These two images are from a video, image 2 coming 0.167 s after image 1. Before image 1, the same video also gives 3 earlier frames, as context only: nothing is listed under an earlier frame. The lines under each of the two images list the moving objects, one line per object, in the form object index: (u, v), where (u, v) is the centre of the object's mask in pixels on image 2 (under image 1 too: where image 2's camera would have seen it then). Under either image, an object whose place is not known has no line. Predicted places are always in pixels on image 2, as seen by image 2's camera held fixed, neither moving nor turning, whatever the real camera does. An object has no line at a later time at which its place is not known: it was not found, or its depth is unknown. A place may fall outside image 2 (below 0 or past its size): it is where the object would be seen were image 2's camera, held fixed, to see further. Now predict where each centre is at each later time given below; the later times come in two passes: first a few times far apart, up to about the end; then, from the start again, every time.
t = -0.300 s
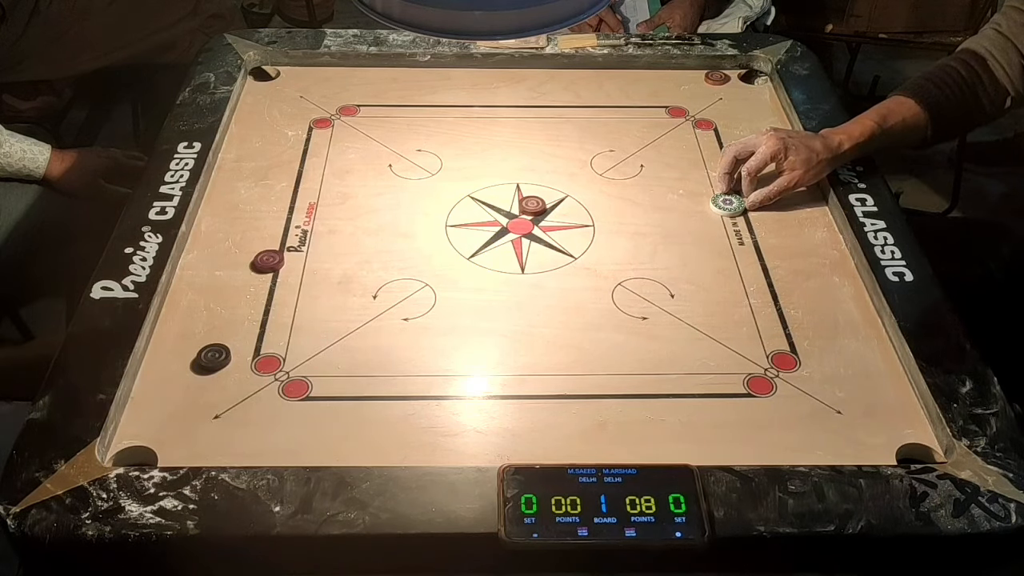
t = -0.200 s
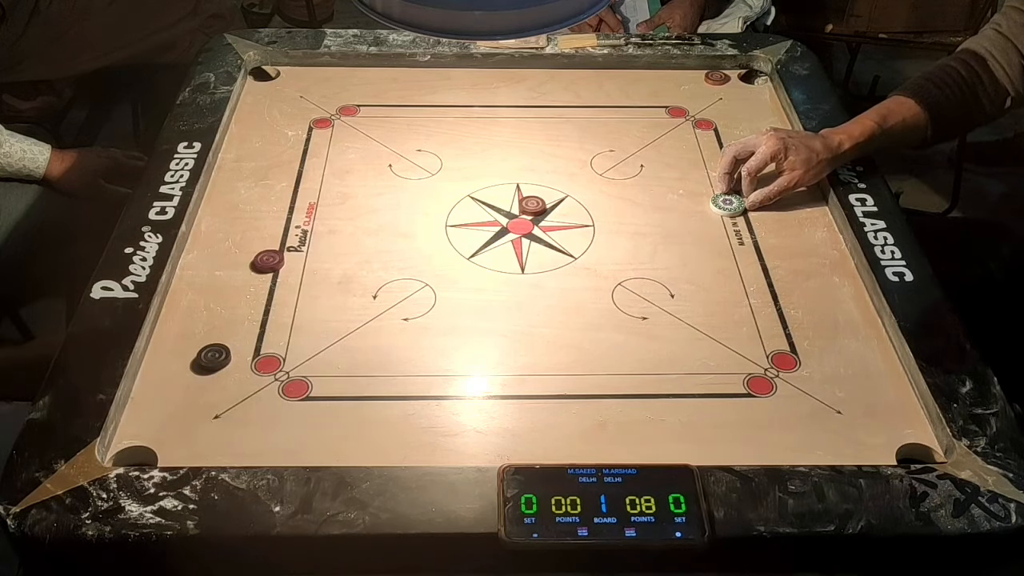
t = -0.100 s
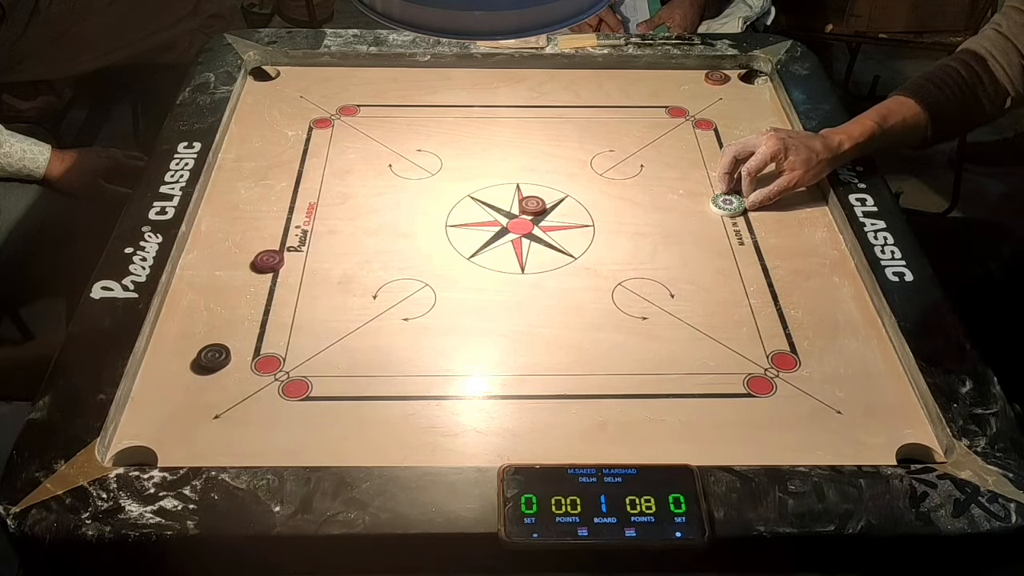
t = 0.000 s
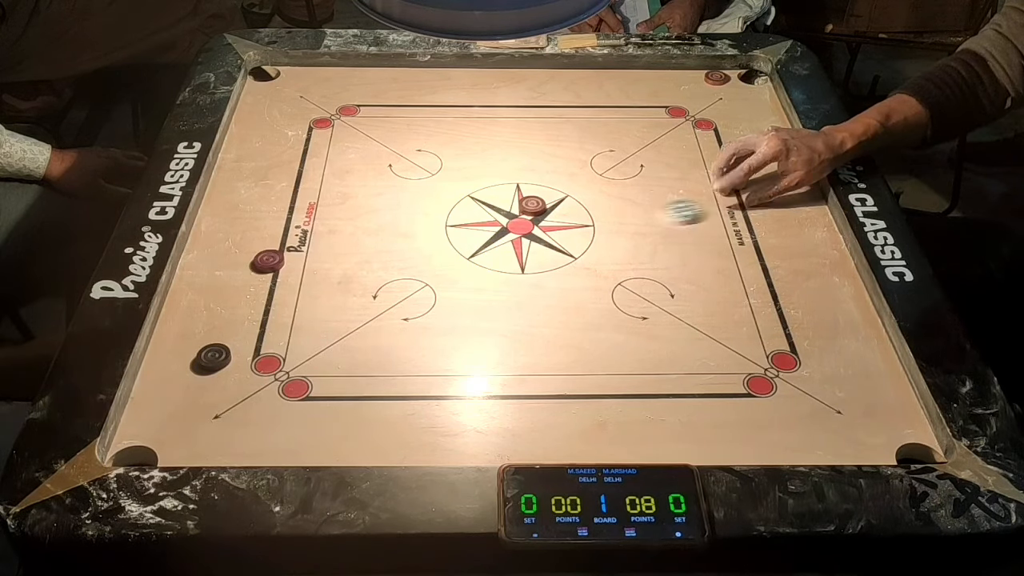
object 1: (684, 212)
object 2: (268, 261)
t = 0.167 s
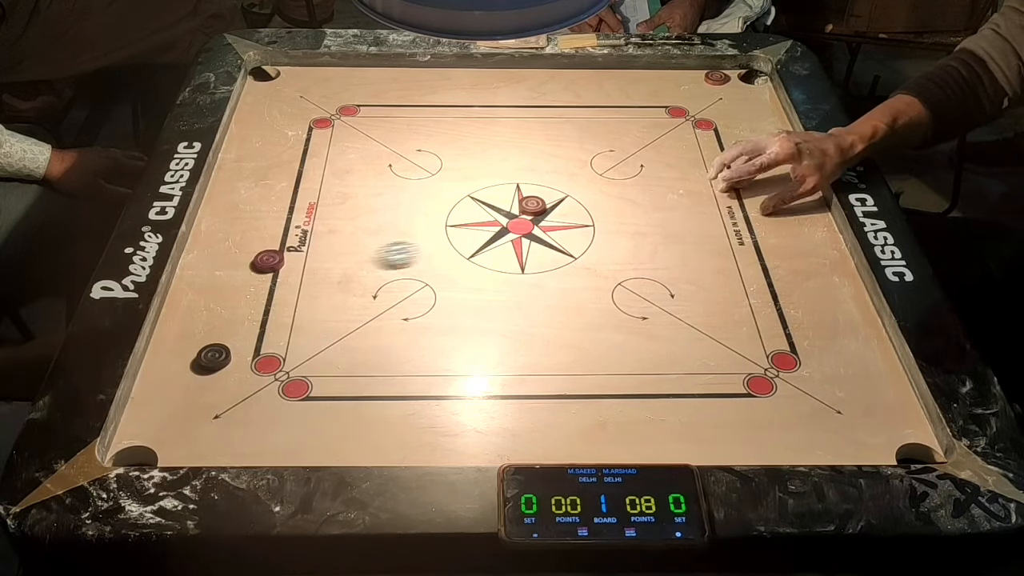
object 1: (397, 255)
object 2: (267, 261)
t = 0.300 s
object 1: (219, 297)
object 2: (240, 251)
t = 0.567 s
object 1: (317, 361)
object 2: (540, 258)
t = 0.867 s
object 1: (426, 399)
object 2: (759, 262)
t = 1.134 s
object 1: (458, 406)
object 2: (821, 264)
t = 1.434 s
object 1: (458, 407)
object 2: (820, 264)
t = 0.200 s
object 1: (339, 263)
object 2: (267, 261)
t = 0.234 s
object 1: (288, 273)
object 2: (251, 259)
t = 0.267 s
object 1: (254, 284)
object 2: (199, 250)
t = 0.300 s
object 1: (219, 297)
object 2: (240, 251)
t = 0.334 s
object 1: (184, 308)
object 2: (282, 252)
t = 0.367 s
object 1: (198, 318)
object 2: (324, 253)
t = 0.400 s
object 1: (220, 325)
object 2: (363, 254)
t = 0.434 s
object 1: (242, 333)
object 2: (402, 255)
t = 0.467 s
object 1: (261, 341)
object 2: (439, 256)
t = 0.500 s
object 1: (281, 348)
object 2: (474, 257)
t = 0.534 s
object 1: (300, 354)
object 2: (508, 257)
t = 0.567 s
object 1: (317, 361)
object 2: (540, 258)
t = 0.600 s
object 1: (334, 367)
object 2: (571, 259)
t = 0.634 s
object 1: (349, 373)
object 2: (601, 260)
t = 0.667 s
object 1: (363, 379)
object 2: (628, 260)
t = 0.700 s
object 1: (376, 382)
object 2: (654, 260)
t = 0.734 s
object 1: (389, 386)
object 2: (678, 261)
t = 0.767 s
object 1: (399, 390)
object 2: (701, 261)
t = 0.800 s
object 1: (409, 393)
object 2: (722, 262)
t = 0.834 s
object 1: (418, 396)
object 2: (741, 262)
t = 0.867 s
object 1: (426, 399)
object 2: (759, 262)
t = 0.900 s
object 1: (433, 401)
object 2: (774, 263)
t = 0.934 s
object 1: (439, 403)
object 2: (787, 263)
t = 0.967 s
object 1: (444, 405)
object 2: (798, 264)
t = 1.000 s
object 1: (449, 405)
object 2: (807, 264)
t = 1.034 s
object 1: (452, 406)
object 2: (815, 264)
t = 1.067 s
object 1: (455, 406)
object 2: (818, 264)
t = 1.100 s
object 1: (457, 406)
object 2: (820, 264)
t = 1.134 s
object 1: (458, 406)
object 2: (821, 264)
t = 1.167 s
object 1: (458, 406)
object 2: (821, 264)
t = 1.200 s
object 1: (458, 406)
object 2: (821, 264)
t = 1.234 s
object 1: (458, 407)
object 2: (821, 264)
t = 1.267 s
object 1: (458, 407)
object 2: (820, 264)
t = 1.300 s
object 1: (458, 407)
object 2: (820, 264)
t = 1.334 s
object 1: (458, 406)
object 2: (820, 264)
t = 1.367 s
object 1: (458, 407)
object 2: (820, 264)
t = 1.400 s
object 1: (458, 407)
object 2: (820, 264)
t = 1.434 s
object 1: (458, 407)
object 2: (820, 264)
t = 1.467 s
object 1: (458, 407)
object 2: (820, 264)
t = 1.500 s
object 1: (458, 407)
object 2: (820, 264)
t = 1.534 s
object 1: (458, 407)
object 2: (820, 264)
